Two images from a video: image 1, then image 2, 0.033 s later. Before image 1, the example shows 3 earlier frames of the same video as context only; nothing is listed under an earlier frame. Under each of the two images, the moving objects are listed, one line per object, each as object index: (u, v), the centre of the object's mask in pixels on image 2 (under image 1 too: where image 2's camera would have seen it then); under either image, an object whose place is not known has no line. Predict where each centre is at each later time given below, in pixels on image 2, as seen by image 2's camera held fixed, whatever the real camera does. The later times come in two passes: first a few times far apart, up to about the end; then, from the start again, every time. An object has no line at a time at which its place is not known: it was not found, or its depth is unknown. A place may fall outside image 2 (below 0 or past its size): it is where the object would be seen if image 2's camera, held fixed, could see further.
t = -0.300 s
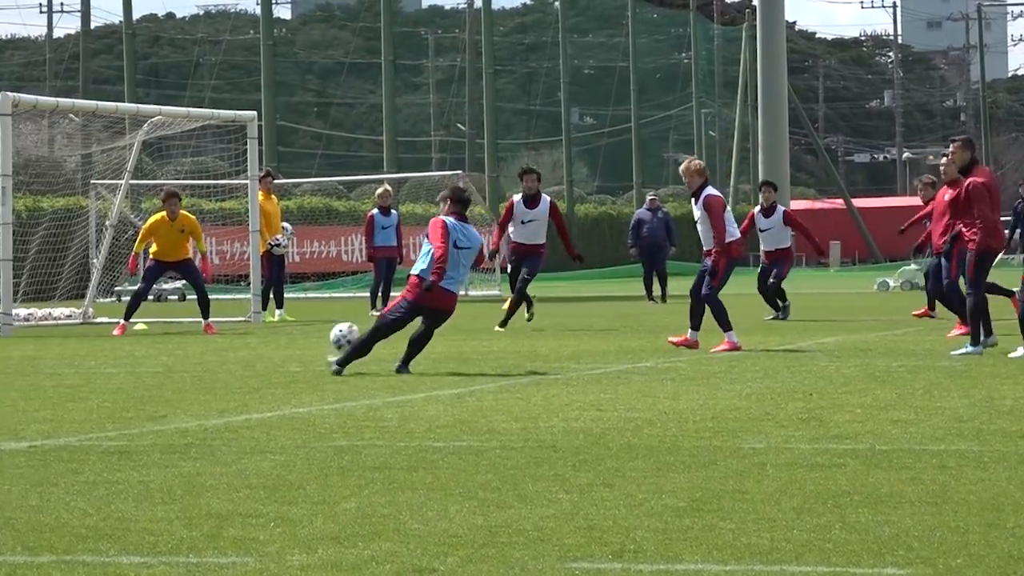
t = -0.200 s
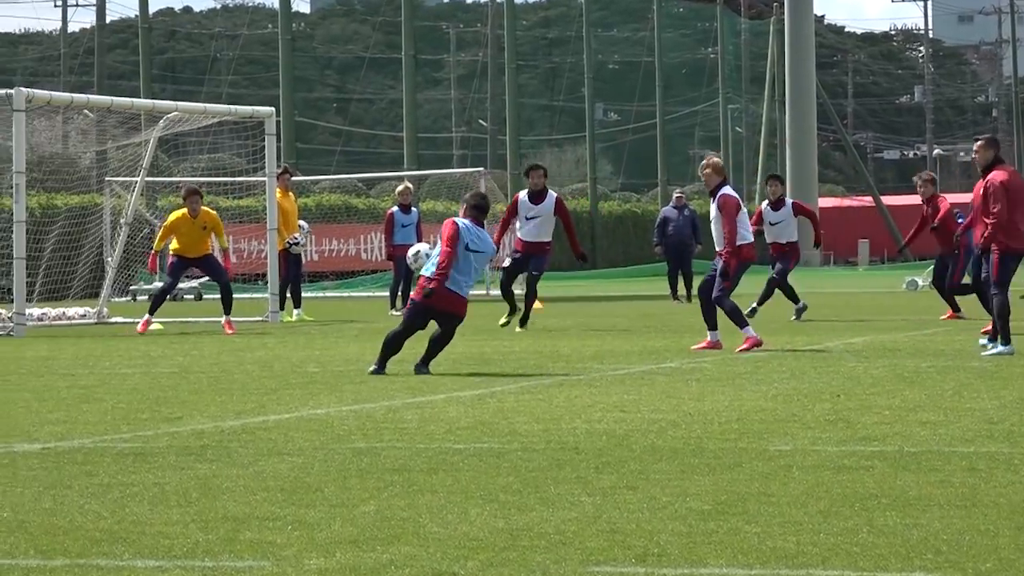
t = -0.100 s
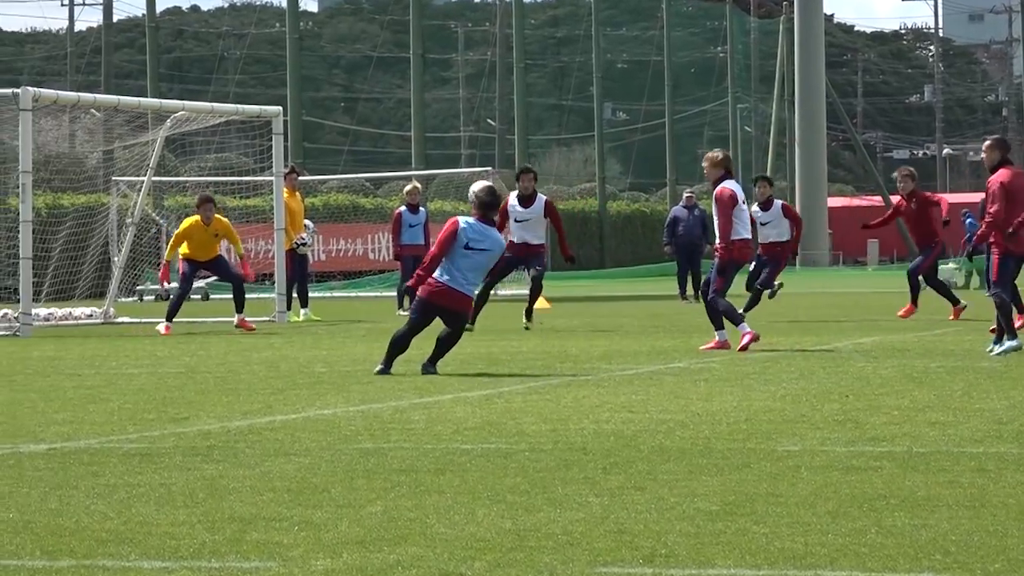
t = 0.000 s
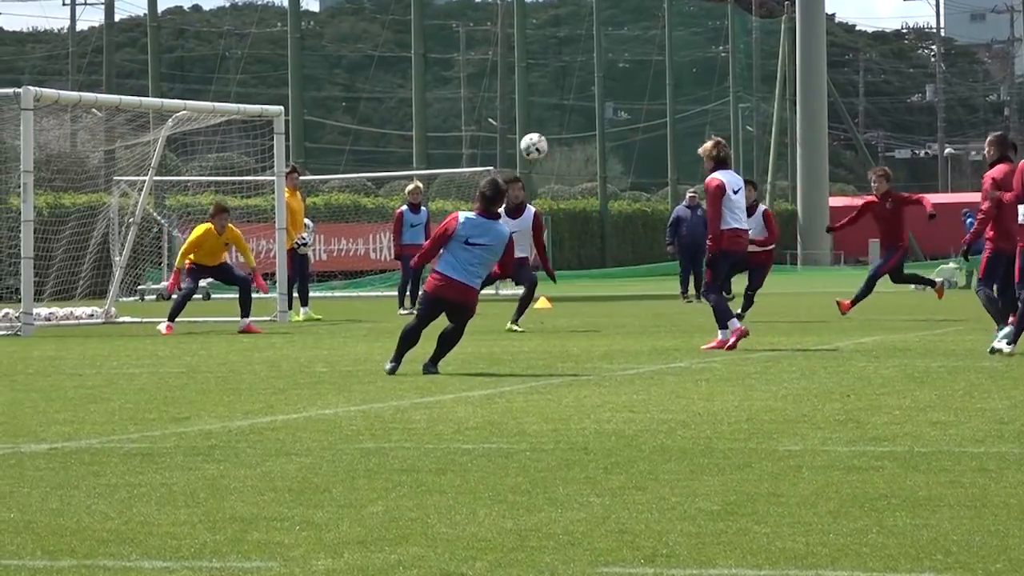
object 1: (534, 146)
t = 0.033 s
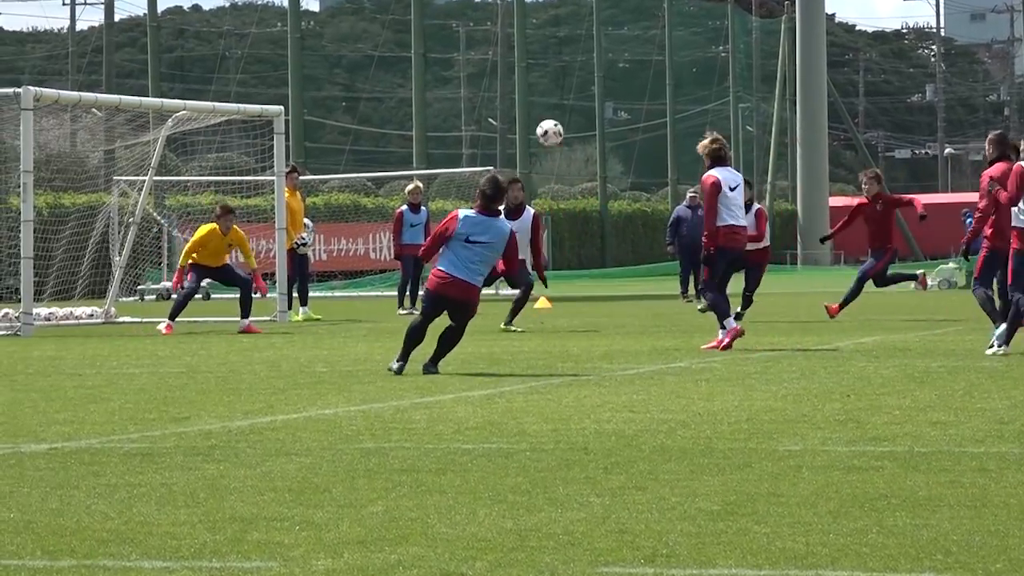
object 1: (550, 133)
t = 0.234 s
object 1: (637, 77)
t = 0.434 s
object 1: (712, 53)
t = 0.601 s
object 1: (768, 54)
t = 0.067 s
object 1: (565, 121)
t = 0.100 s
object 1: (580, 110)
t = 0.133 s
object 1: (595, 100)
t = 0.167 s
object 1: (610, 91)
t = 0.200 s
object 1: (624, 84)
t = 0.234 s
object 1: (637, 77)
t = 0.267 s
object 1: (650, 71)
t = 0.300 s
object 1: (663, 66)
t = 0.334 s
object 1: (676, 61)
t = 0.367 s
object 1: (688, 57)
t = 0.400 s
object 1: (700, 55)
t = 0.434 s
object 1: (712, 53)
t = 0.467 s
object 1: (724, 52)
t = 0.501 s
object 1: (736, 51)
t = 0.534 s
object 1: (747, 51)
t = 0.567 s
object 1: (758, 52)
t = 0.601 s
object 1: (768, 54)
